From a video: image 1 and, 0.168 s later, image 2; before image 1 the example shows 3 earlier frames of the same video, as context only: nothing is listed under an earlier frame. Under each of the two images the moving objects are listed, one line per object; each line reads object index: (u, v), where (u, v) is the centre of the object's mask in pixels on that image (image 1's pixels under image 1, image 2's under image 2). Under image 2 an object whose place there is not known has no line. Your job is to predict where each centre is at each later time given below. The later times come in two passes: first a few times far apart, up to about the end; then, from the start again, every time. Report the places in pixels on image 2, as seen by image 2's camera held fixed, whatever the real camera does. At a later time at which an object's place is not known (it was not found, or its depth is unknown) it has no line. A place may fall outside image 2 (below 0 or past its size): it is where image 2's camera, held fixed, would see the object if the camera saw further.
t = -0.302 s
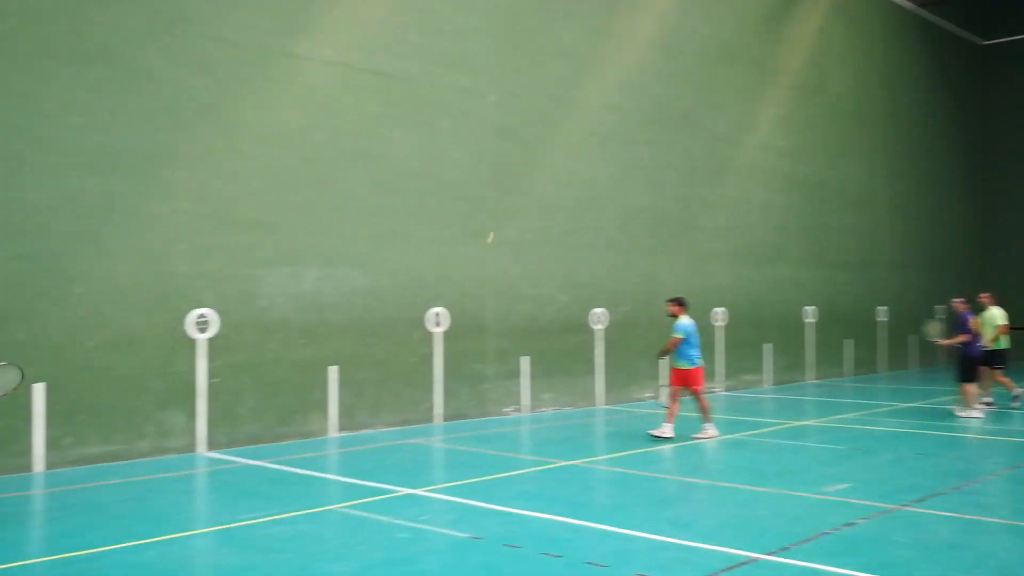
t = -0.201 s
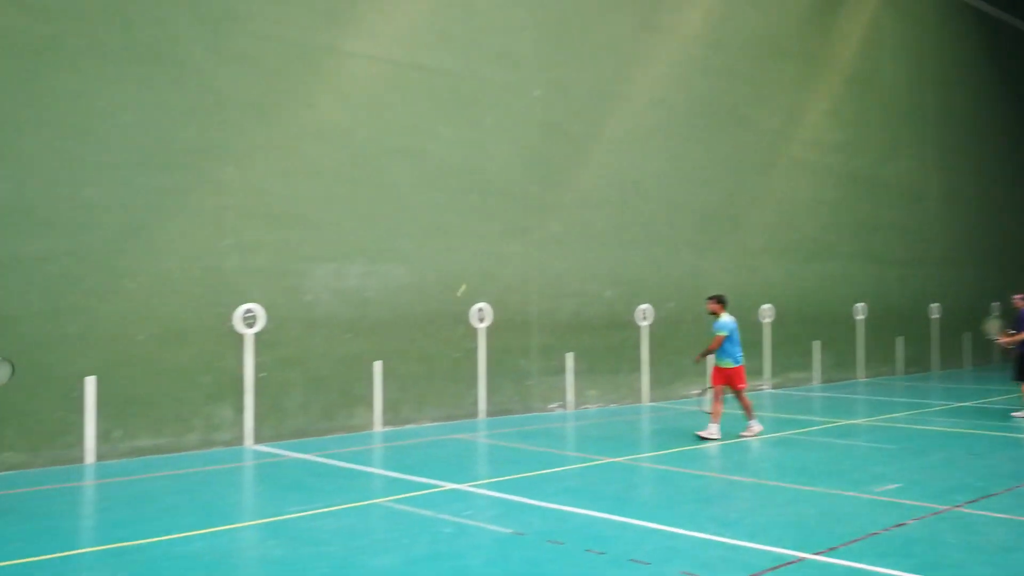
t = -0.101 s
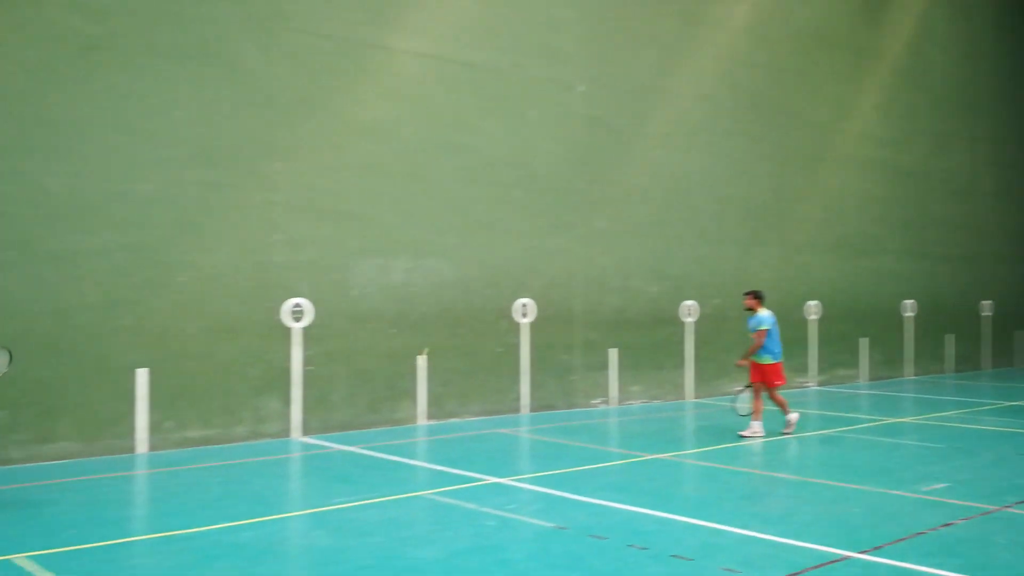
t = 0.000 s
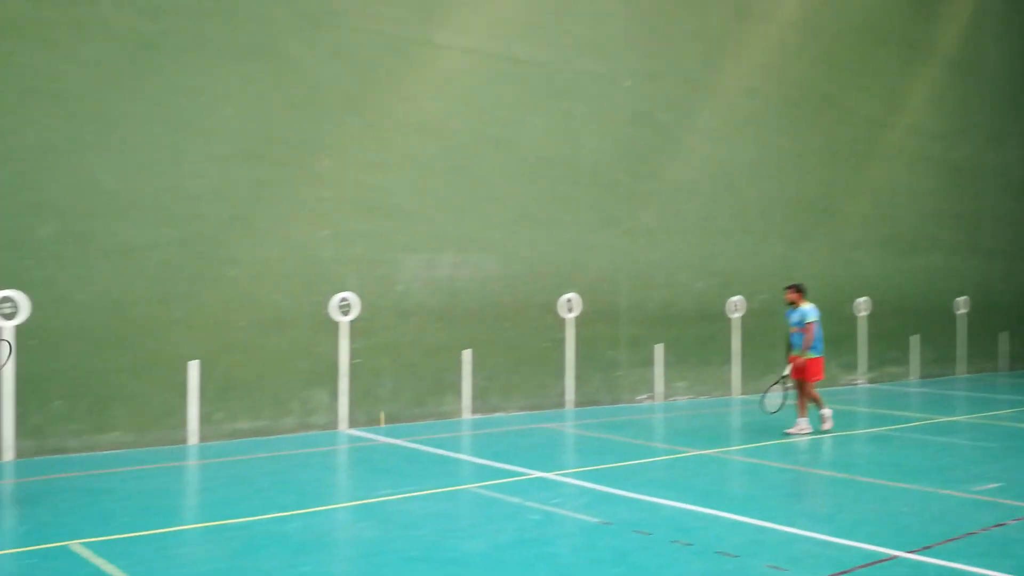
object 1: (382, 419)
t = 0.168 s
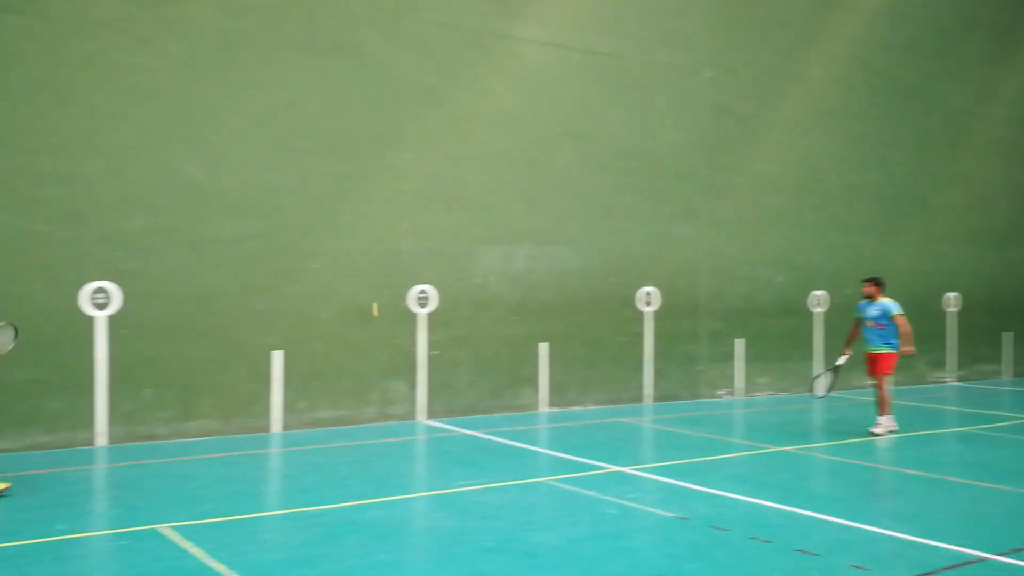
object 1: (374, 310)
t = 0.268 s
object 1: (319, 257)
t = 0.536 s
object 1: (155, 151)
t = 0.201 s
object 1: (356, 291)
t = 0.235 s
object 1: (338, 274)
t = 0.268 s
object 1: (319, 257)
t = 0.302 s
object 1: (300, 241)
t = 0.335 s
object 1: (280, 225)
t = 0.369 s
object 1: (260, 211)
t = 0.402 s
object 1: (240, 198)
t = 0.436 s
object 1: (218, 184)
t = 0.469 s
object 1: (198, 172)
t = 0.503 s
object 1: (176, 161)
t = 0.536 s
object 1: (155, 151)
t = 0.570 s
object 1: (133, 142)
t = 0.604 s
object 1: (112, 134)
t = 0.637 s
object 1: (89, 127)
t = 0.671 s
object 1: (66, 121)
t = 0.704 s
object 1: (41, 117)
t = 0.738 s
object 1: (17, 114)
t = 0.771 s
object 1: (-8, 111)
